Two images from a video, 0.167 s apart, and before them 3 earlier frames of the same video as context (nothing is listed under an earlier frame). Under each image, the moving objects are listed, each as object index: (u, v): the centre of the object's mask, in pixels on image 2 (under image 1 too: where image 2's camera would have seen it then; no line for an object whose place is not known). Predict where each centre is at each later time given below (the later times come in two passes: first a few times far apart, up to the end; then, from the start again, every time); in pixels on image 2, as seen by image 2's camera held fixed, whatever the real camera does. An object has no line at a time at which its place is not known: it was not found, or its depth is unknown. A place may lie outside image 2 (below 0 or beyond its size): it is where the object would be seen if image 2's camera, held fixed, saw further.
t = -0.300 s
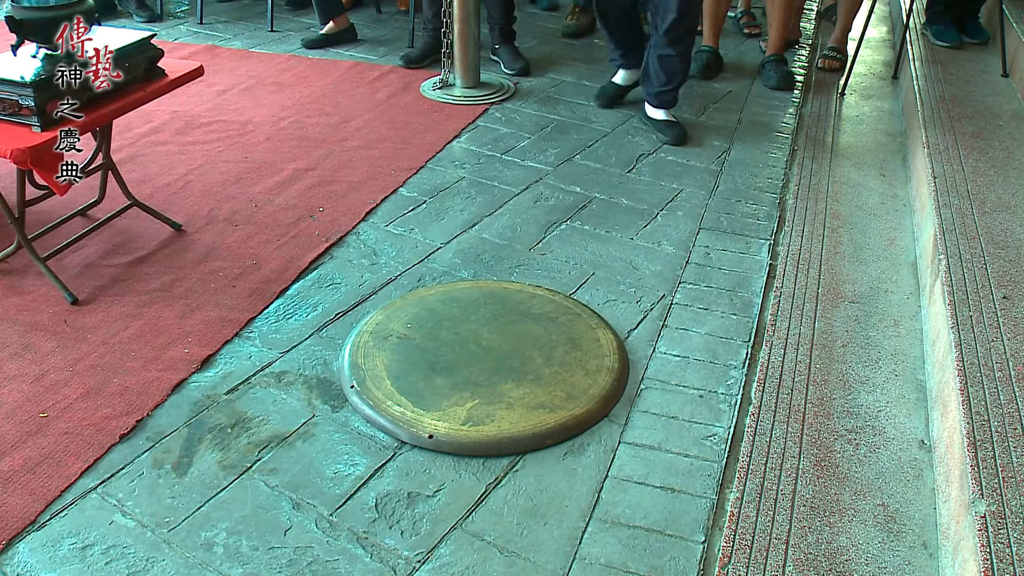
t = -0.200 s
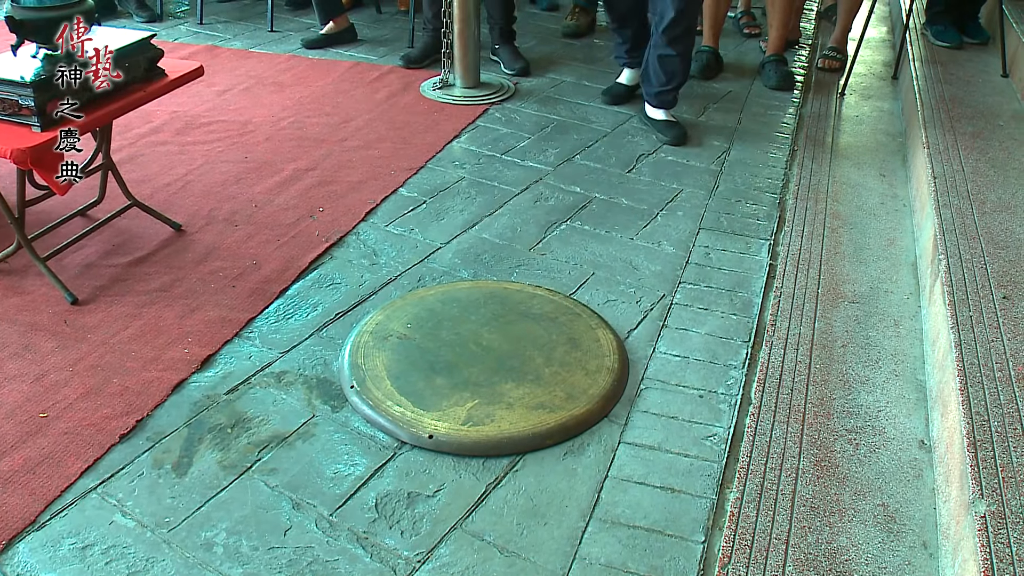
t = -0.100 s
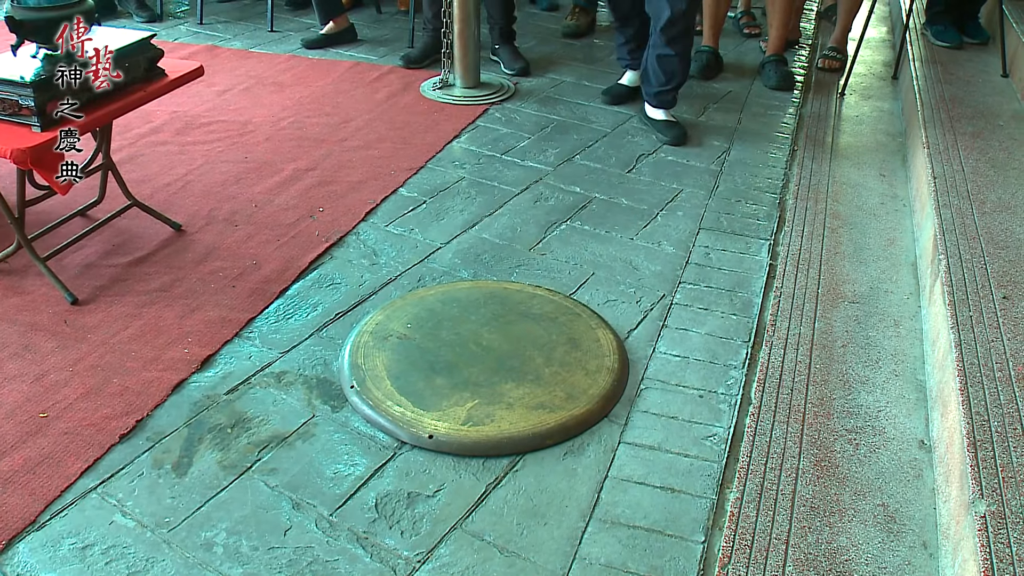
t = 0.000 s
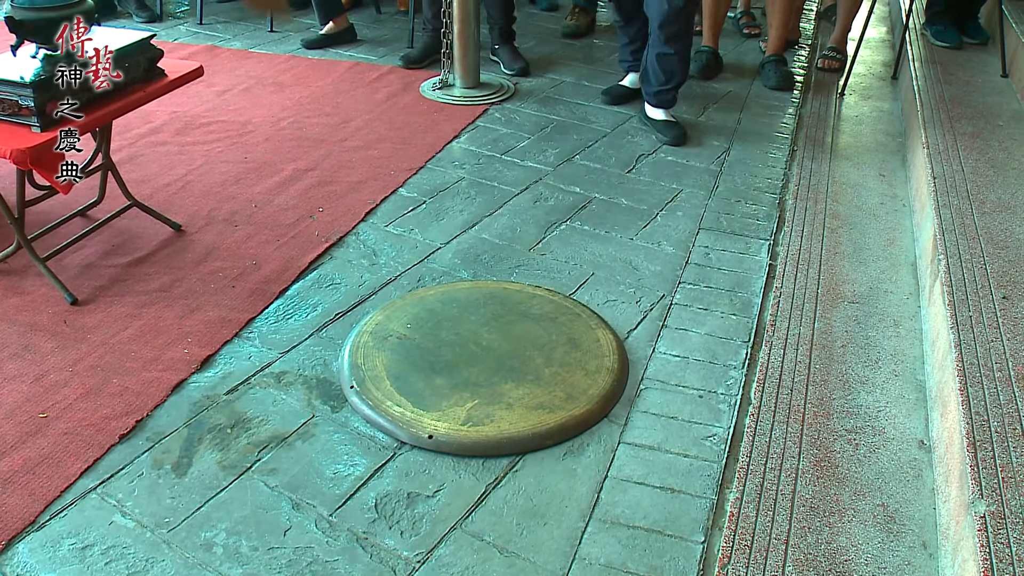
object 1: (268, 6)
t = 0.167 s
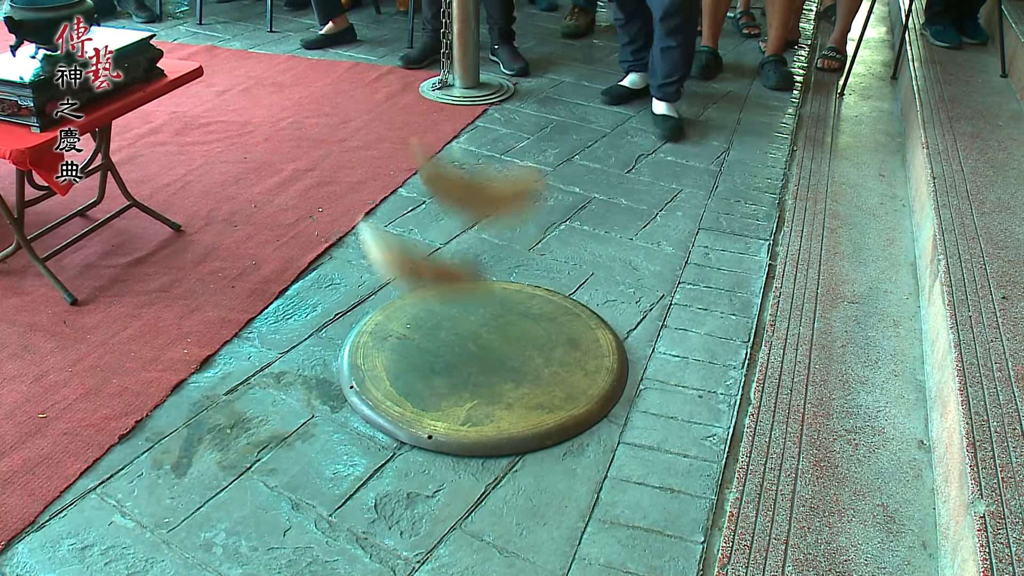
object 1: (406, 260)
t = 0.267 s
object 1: (465, 311)
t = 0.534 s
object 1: (523, 303)
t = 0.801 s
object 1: (591, 382)
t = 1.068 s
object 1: (605, 383)
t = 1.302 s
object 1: (606, 383)
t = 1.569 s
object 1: (606, 383)
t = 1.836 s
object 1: (606, 383)
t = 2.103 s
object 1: (606, 382)
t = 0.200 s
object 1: (454, 340)
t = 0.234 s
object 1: (461, 331)
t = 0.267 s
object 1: (465, 311)
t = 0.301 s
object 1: (469, 294)
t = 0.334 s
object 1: (474, 281)
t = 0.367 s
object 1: (481, 273)
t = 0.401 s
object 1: (489, 270)
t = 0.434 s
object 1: (496, 273)
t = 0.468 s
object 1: (503, 282)
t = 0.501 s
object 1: (510, 296)
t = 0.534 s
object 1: (523, 303)
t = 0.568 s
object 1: (535, 313)
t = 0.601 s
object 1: (546, 327)
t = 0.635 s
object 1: (556, 346)
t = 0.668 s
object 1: (566, 355)
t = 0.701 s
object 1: (574, 360)
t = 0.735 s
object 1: (581, 365)
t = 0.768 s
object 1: (587, 374)
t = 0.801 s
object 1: (591, 382)
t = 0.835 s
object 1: (597, 381)
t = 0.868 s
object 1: (601, 381)
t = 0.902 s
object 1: (604, 381)
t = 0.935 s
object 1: (606, 382)
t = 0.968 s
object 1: (606, 382)
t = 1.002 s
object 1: (606, 383)
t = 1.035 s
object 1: (606, 382)
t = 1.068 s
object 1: (605, 383)
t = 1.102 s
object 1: (606, 383)
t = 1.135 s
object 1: (606, 382)
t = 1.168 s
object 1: (606, 383)
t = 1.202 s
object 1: (606, 383)
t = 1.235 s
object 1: (606, 382)
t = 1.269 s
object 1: (606, 383)
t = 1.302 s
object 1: (606, 383)
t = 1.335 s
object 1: (606, 383)
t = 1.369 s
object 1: (606, 383)
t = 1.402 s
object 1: (606, 383)
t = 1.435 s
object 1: (606, 382)
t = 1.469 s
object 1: (606, 383)
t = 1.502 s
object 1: (606, 383)
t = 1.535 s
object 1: (606, 383)
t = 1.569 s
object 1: (606, 383)
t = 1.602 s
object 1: (606, 383)
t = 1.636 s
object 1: (606, 383)
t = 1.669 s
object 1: (606, 383)
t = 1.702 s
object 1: (606, 383)
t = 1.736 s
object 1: (606, 383)
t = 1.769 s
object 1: (606, 383)
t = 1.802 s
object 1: (606, 383)
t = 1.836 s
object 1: (606, 383)
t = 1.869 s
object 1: (606, 383)
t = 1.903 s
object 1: (606, 383)
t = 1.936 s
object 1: (606, 383)
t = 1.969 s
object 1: (606, 383)
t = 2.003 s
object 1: (606, 382)
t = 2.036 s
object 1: (606, 383)
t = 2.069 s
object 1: (606, 382)
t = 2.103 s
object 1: (606, 382)
